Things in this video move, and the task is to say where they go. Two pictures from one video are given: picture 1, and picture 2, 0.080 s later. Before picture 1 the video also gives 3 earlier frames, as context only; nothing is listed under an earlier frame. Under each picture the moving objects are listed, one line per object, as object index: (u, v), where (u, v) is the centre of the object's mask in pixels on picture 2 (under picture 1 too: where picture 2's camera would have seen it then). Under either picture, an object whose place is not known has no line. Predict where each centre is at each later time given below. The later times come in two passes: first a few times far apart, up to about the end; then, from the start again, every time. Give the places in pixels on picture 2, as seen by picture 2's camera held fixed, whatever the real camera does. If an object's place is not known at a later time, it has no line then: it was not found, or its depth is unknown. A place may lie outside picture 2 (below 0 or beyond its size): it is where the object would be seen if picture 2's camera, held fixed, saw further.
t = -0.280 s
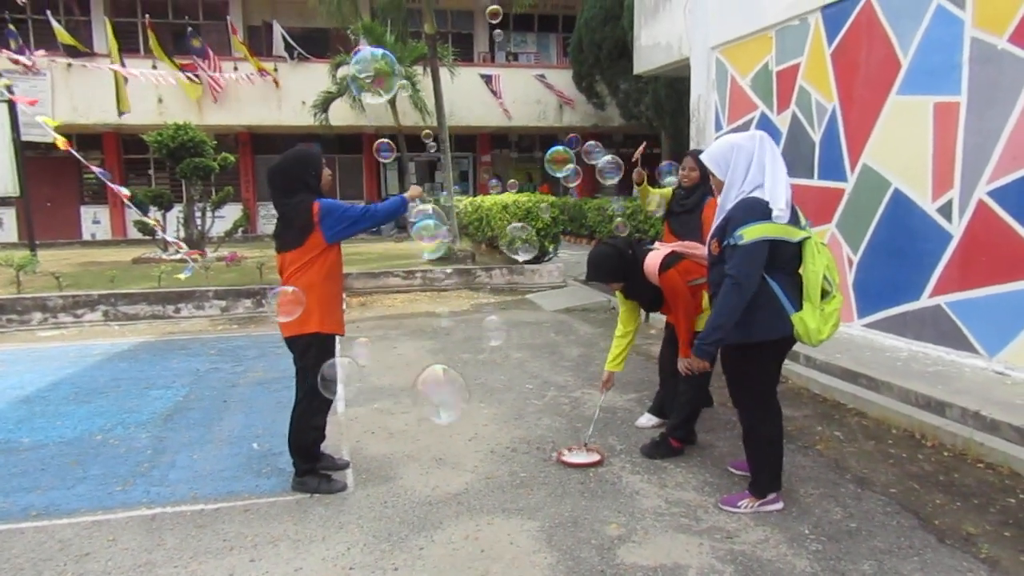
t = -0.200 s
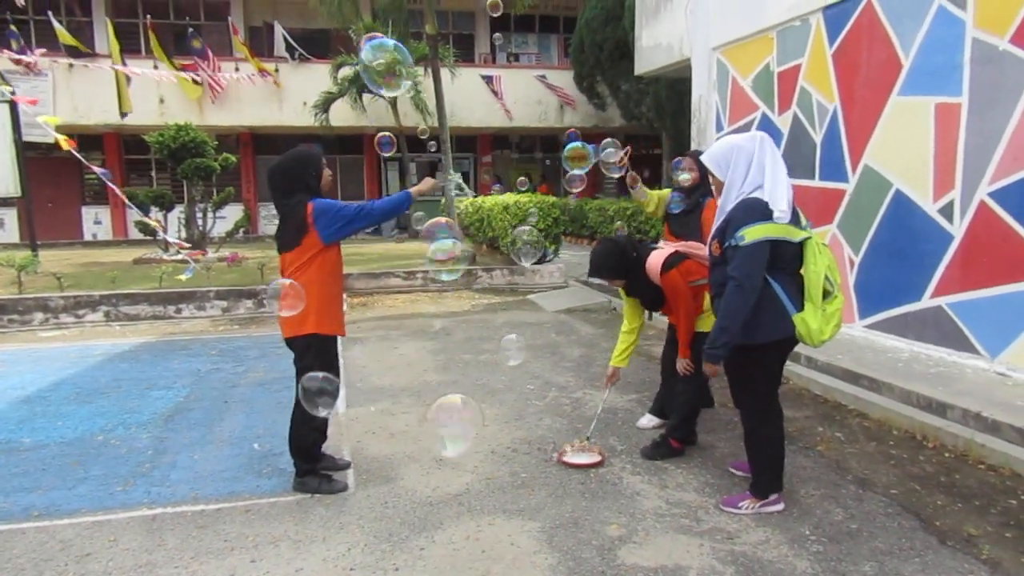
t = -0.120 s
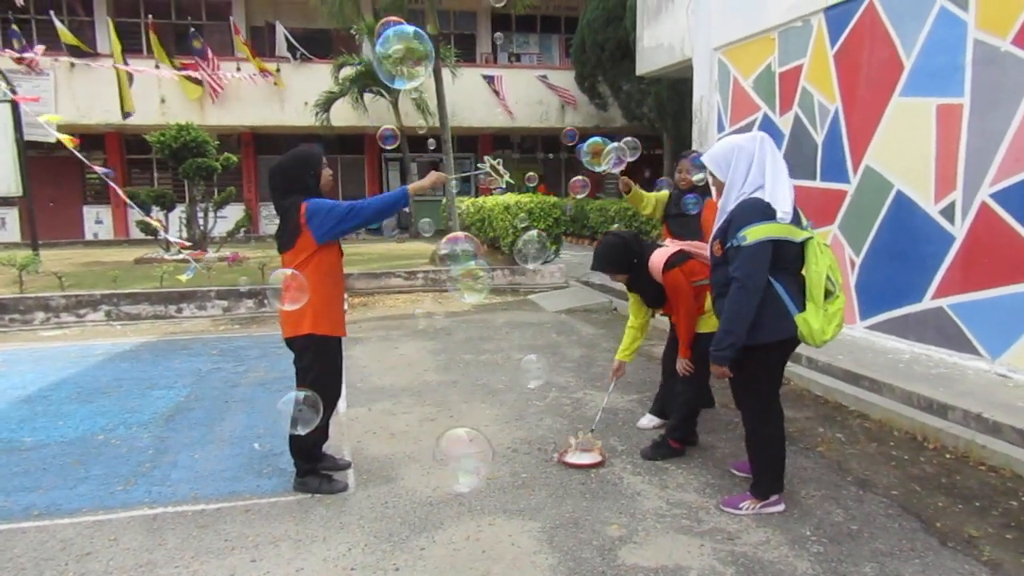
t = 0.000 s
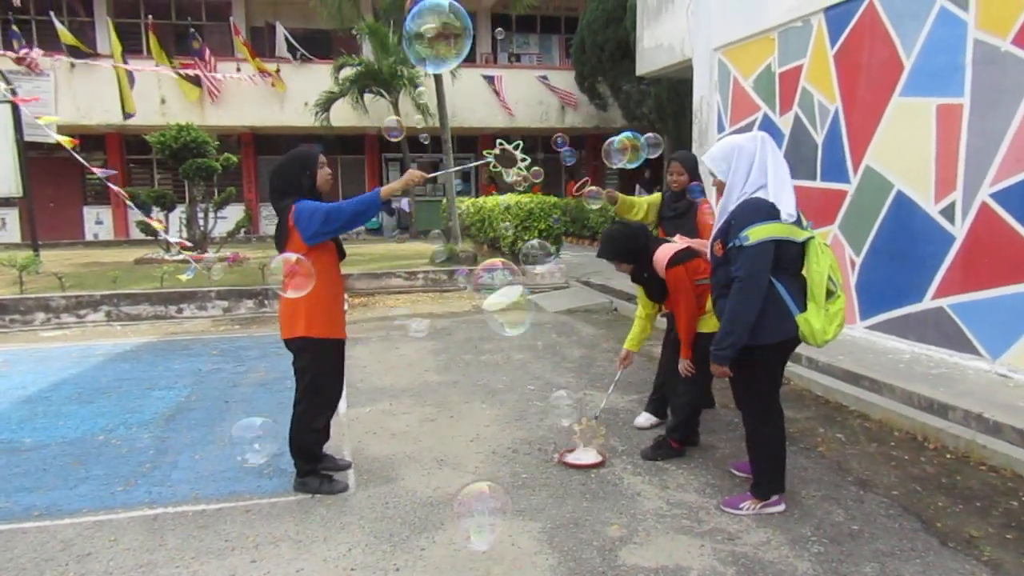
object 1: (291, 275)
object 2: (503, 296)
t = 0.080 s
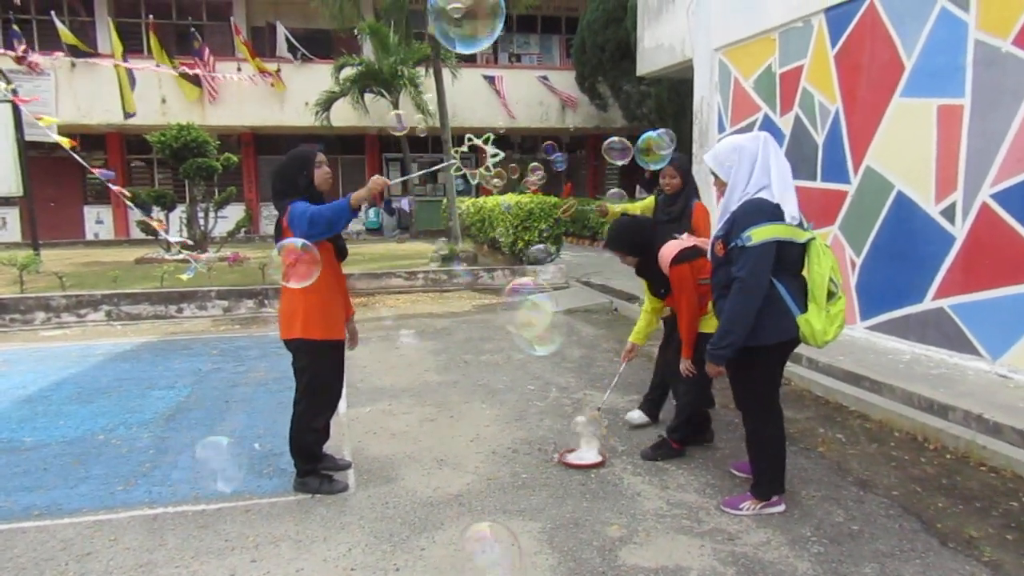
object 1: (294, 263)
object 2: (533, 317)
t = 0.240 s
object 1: (305, 230)
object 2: (602, 357)
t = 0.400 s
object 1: (318, 176)
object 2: (684, 415)
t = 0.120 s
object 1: (299, 255)
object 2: (549, 326)
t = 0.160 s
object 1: (301, 248)
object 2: (567, 336)
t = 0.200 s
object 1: (304, 240)
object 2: (585, 347)
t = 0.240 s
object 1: (305, 230)
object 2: (602, 357)
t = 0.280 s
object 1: (309, 219)
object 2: (621, 371)
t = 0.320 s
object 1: (311, 207)
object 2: (641, 383)
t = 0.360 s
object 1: (315, 193)
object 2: (662, 389)
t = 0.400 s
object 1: (318, 176)
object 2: (684, 415)
